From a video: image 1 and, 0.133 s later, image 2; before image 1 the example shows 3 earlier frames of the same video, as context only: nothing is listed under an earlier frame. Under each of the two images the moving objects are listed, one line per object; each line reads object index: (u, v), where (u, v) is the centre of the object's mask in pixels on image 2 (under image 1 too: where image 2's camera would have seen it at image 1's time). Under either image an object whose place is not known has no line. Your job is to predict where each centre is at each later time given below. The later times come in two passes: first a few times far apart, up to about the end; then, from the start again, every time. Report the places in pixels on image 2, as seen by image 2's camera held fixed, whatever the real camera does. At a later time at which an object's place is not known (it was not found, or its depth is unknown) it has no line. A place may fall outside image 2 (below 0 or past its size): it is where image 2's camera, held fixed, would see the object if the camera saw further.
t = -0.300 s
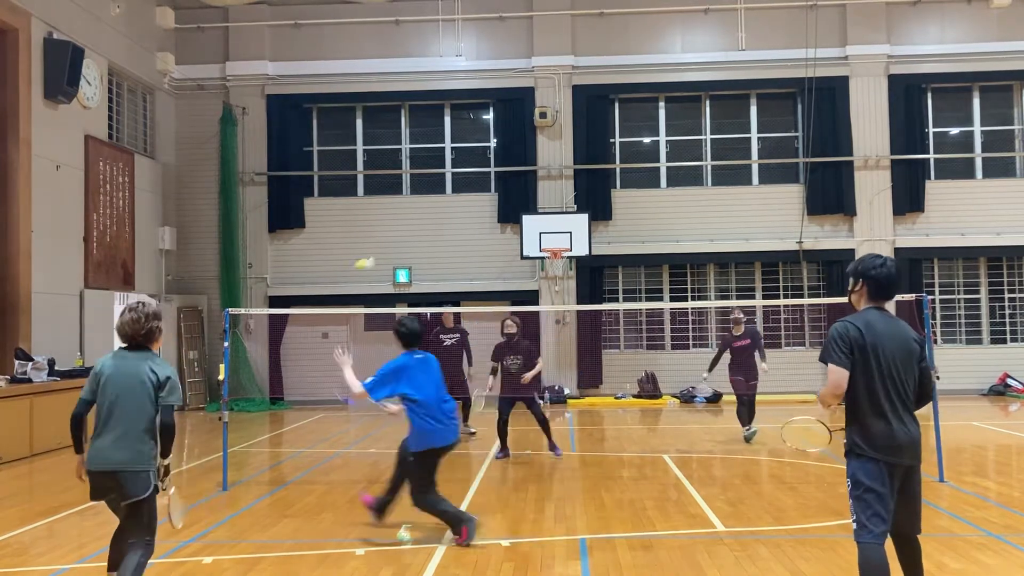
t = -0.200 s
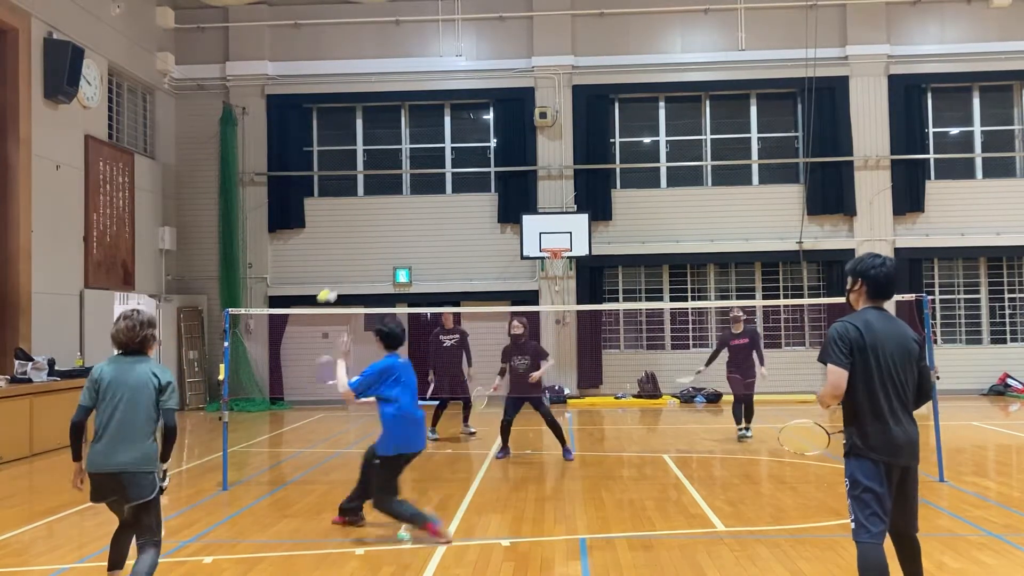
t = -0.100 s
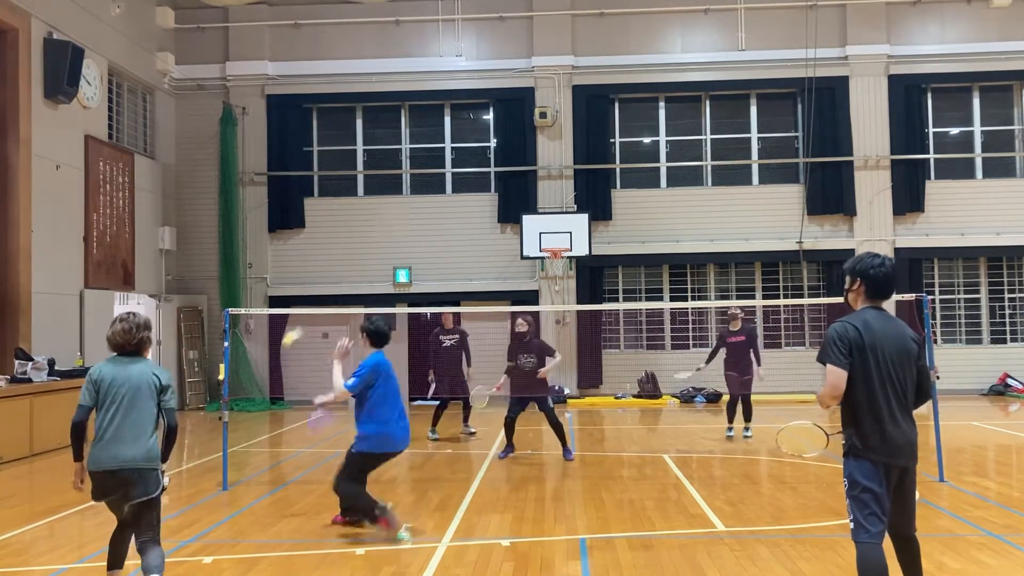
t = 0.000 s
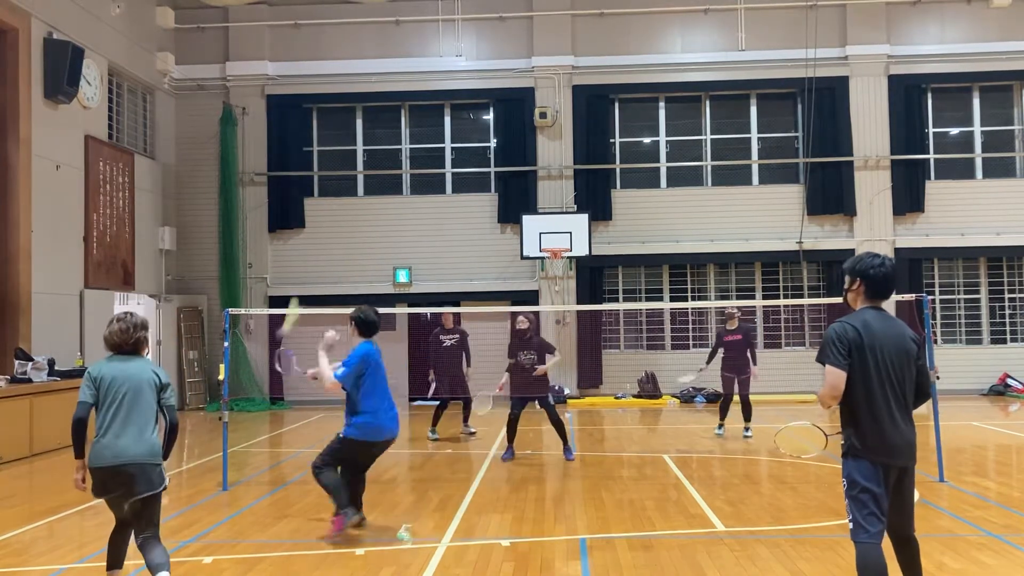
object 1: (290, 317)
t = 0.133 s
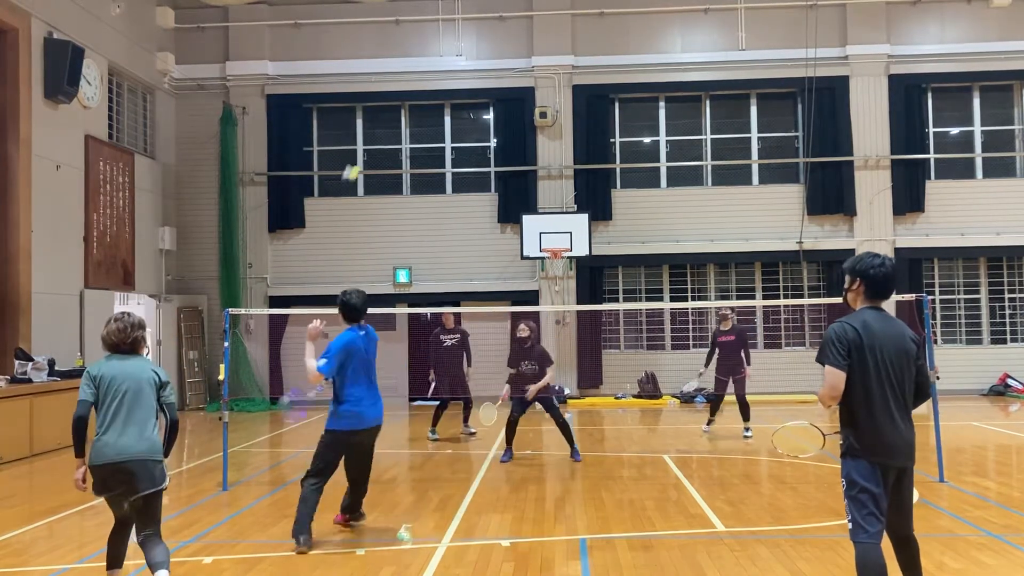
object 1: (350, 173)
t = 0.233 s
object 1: (376, 129)
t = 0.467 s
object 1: (408, 94)
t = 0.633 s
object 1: (423, 103)
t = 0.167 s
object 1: (361, 155)
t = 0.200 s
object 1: (370, 140)
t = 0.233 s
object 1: (376, 129)
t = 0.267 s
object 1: (384, 118)
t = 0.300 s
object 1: (389, 110)
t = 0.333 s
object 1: (394, 104)
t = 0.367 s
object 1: (397, 99)
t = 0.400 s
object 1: (401, 96)
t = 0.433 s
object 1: (404, 94)
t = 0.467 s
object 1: (408, 94)
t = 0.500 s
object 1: (410, 95)
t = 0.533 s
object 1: (414, 96)
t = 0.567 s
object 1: (417, 97)
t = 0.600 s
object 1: (420, 100)
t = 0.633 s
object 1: (423, 103)
